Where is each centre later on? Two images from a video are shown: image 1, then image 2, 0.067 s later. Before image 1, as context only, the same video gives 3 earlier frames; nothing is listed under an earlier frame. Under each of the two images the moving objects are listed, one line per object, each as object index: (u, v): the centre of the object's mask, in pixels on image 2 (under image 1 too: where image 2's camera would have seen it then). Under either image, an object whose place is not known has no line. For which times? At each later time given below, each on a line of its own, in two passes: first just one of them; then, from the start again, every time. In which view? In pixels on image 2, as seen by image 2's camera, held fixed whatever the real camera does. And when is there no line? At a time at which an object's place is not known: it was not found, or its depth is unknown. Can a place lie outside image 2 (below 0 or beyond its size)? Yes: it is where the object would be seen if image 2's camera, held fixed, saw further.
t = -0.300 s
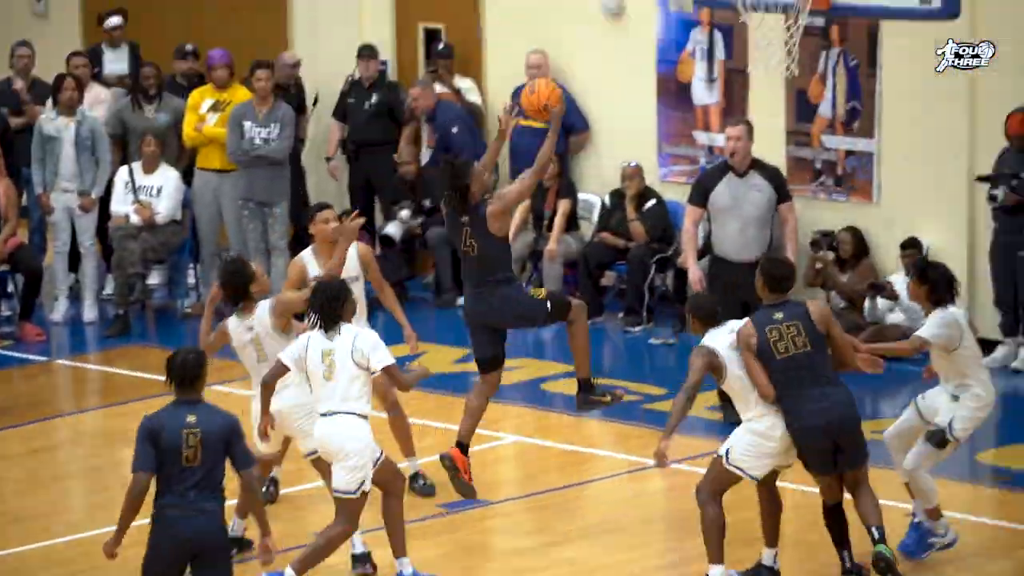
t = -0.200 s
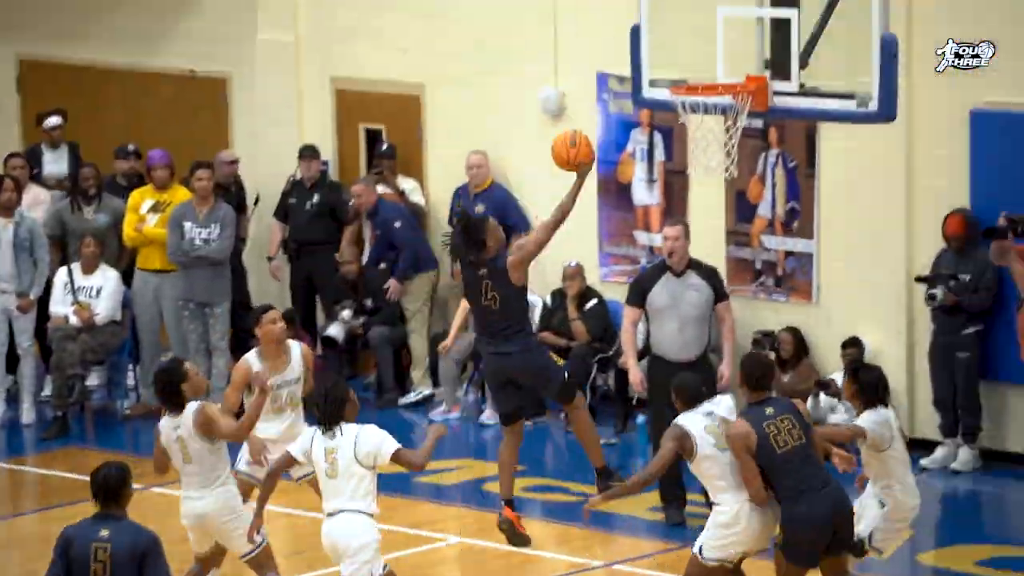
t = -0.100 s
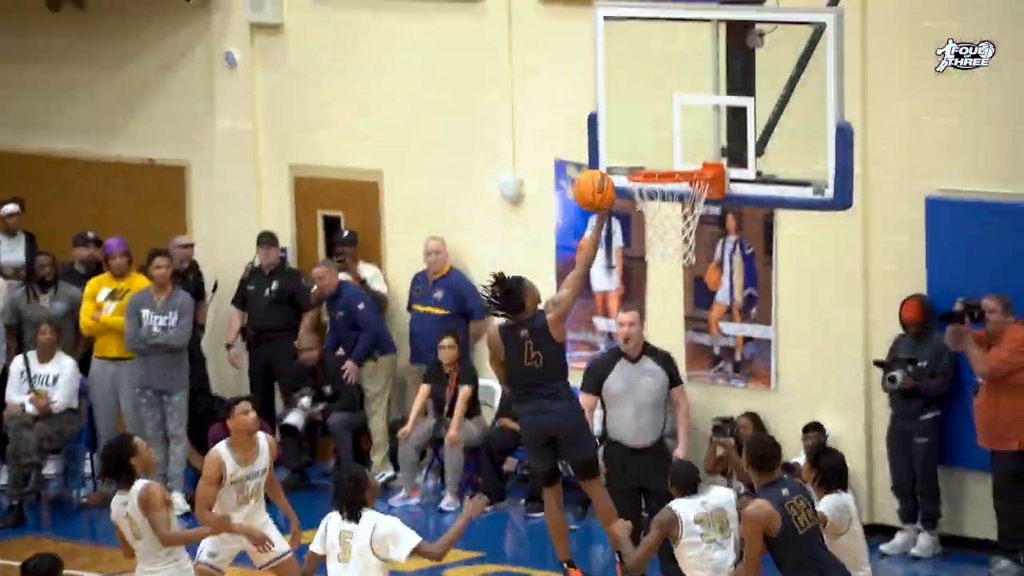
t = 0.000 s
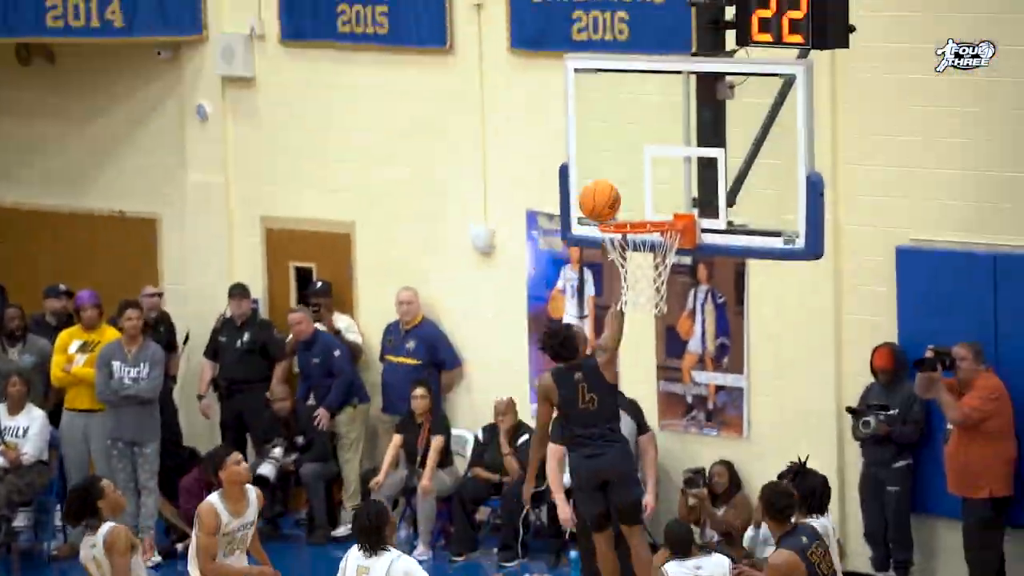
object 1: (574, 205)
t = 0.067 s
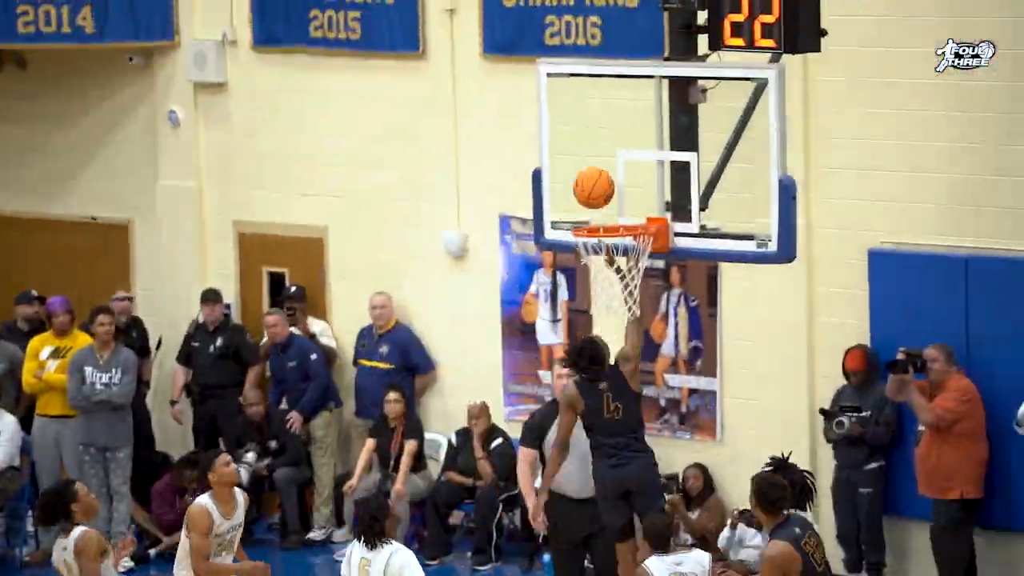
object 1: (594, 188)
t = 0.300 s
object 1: (596, 196)
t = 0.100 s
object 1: (604, 182)
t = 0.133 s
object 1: (604, 180)
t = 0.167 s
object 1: (602, 179)
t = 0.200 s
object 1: (601, 181)
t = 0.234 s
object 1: (599, 184)
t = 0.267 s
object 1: (598, 189)
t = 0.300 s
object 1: (596, 196)
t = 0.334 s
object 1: (595, 205)
